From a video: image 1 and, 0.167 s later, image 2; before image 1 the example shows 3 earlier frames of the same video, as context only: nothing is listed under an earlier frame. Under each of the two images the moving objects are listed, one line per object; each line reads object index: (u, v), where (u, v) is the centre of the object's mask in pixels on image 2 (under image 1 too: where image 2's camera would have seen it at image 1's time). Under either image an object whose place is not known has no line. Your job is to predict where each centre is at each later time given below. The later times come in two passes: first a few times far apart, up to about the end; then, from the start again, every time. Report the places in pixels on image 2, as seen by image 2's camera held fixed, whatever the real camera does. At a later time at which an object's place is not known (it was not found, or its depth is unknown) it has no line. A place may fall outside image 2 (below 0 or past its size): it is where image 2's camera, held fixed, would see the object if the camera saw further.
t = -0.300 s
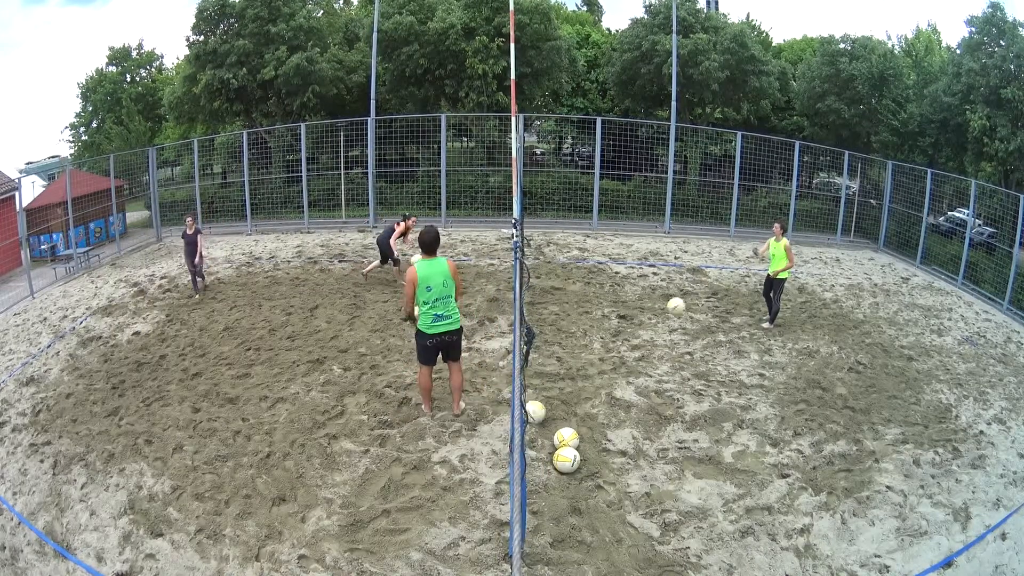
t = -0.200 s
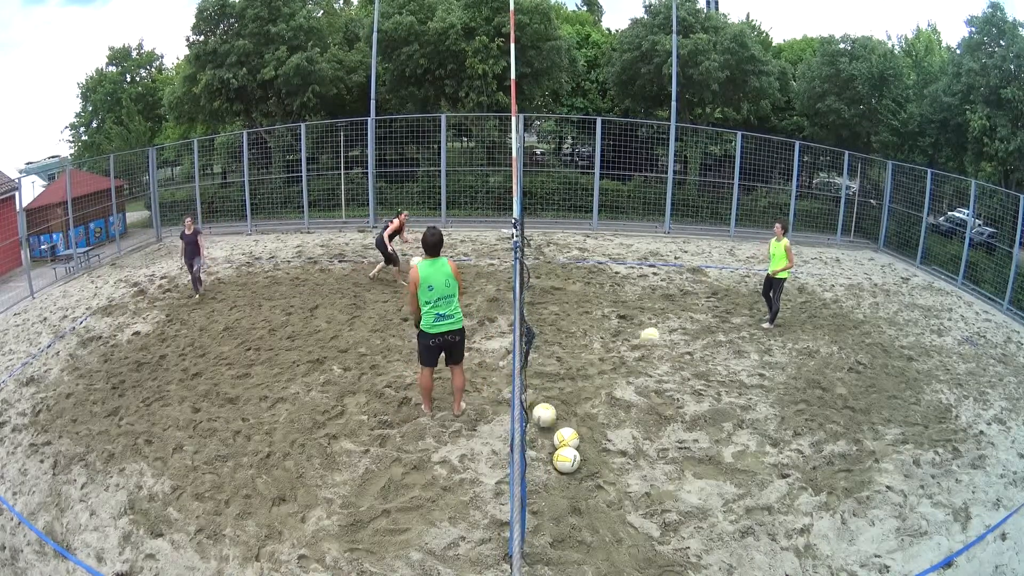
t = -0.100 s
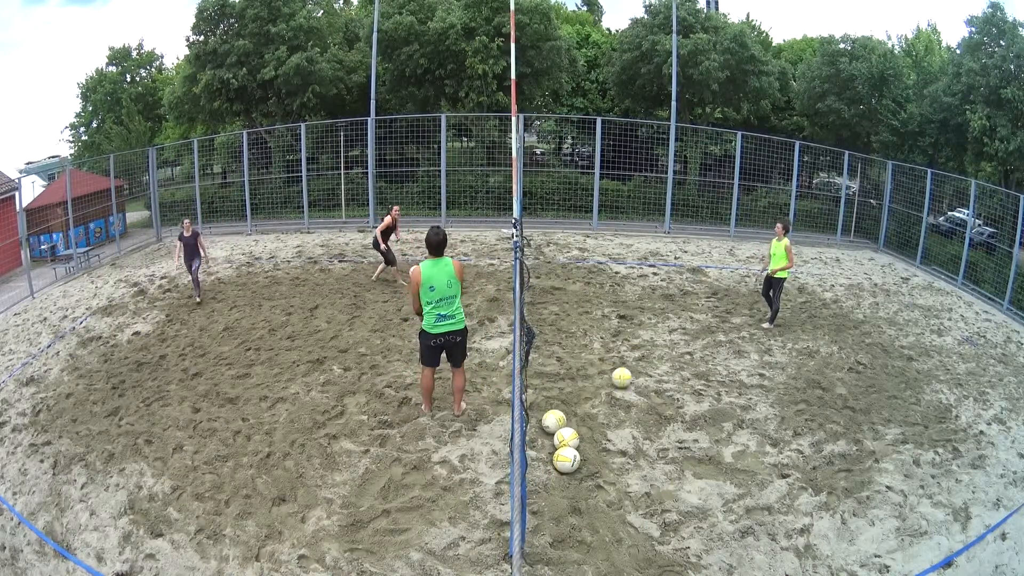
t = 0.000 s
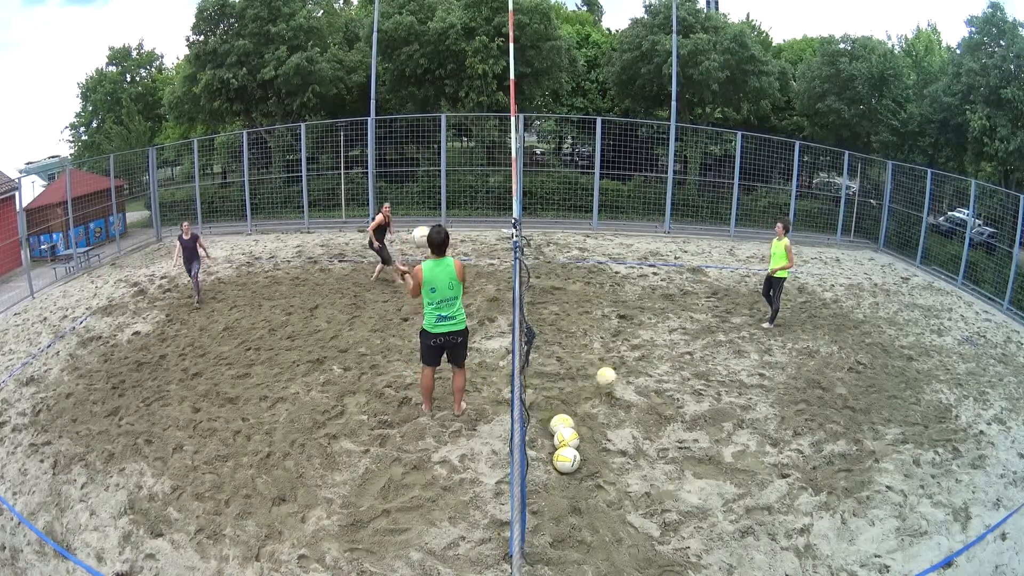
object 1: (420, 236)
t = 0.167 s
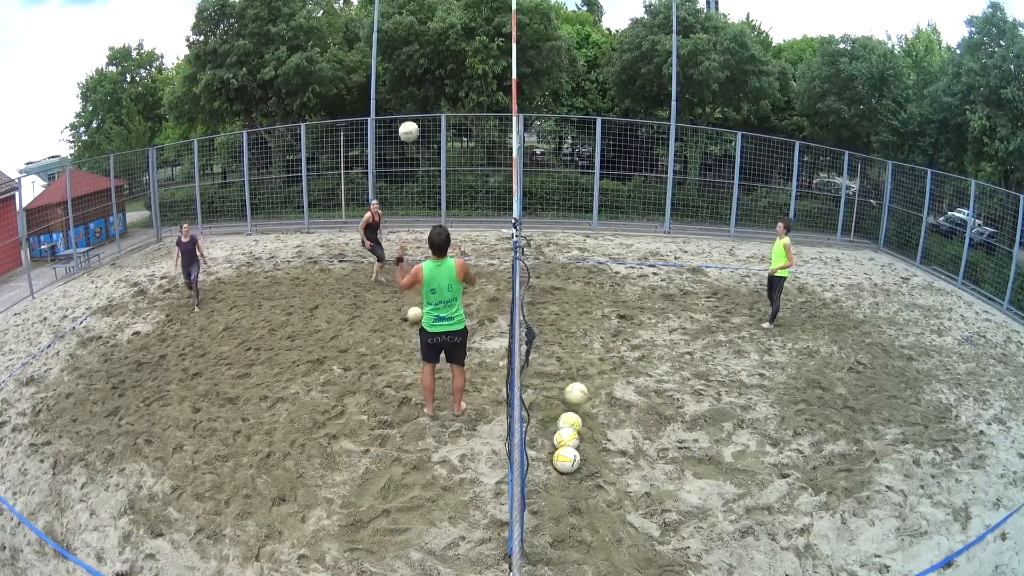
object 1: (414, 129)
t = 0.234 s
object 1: (410, 99)
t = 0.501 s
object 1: (394, 38)
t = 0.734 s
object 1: (385, 35)
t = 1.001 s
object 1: (370, 71)
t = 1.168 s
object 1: (364, 111)
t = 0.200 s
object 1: (414, 112)
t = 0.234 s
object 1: (410, 99)
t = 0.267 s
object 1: (406, 87)
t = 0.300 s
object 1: (405, 76)
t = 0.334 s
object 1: (405, 67)
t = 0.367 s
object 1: (402, 58)
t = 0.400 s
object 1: (400, 52)
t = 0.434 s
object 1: (398, 46)
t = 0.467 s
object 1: (397, 42)
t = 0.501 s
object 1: (394, 38)
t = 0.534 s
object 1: (393, 35)
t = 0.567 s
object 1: (391, 34)
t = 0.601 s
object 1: (390, 33)
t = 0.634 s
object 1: (389, 31)
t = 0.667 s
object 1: (388, 32)
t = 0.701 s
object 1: (386, 33)
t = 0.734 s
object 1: (385, 35)
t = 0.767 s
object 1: (383, 37)
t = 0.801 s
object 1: (382, 41)
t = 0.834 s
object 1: (380, 44)
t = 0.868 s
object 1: (379, 49)
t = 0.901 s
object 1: (377, 54)
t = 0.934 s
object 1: (373, 59)
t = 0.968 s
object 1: (371, 65)
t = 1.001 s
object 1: (370, 71)
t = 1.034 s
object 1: (369, 79)
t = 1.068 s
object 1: (368, 86)
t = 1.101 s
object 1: (367, 94)
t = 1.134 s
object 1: (365, 103)
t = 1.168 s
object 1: (364, 111)
